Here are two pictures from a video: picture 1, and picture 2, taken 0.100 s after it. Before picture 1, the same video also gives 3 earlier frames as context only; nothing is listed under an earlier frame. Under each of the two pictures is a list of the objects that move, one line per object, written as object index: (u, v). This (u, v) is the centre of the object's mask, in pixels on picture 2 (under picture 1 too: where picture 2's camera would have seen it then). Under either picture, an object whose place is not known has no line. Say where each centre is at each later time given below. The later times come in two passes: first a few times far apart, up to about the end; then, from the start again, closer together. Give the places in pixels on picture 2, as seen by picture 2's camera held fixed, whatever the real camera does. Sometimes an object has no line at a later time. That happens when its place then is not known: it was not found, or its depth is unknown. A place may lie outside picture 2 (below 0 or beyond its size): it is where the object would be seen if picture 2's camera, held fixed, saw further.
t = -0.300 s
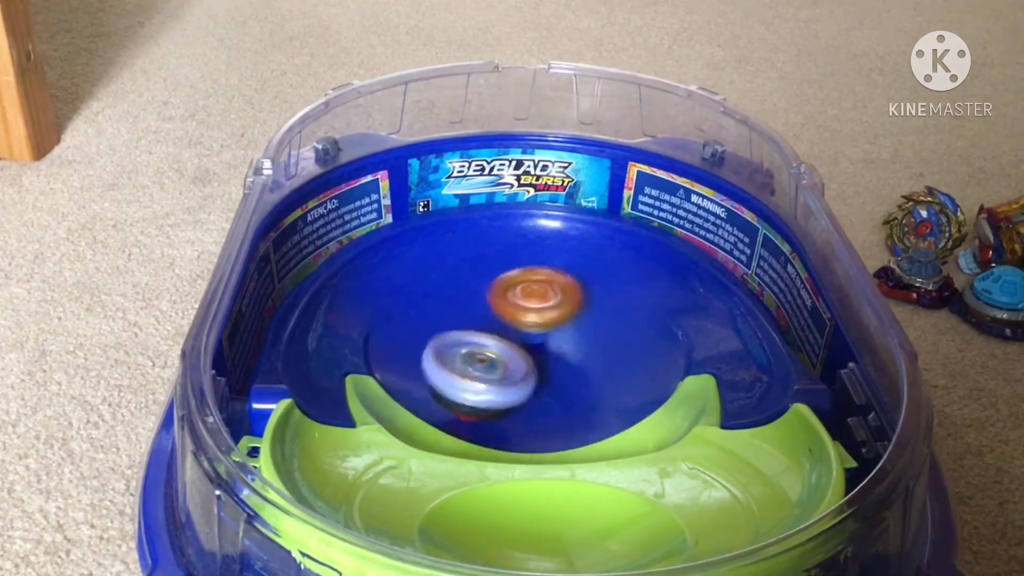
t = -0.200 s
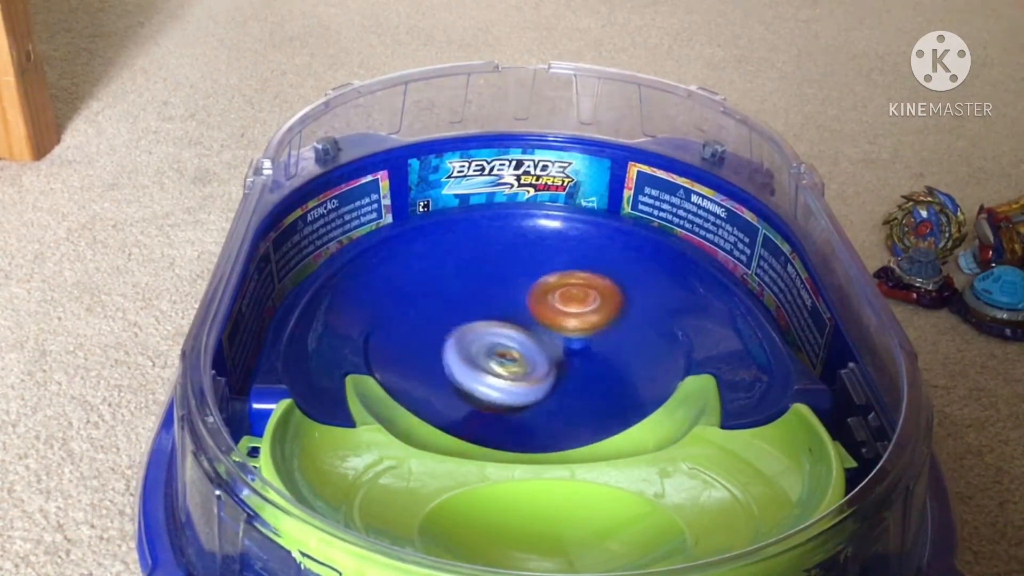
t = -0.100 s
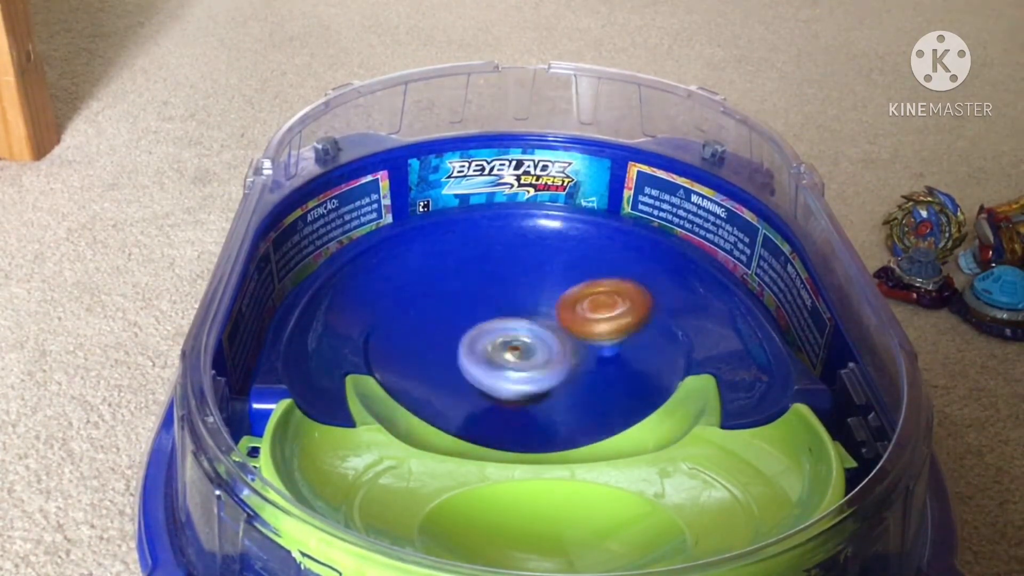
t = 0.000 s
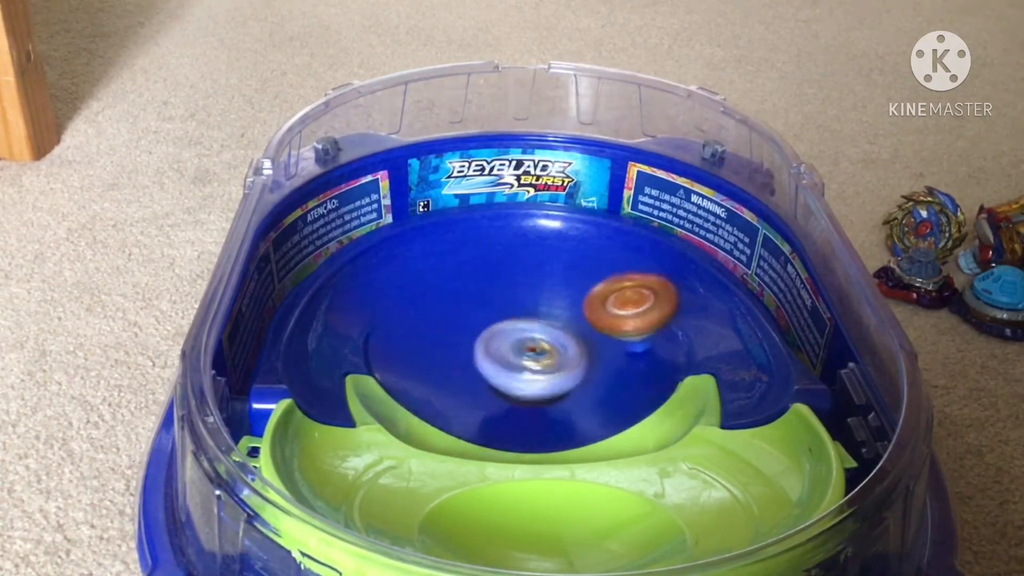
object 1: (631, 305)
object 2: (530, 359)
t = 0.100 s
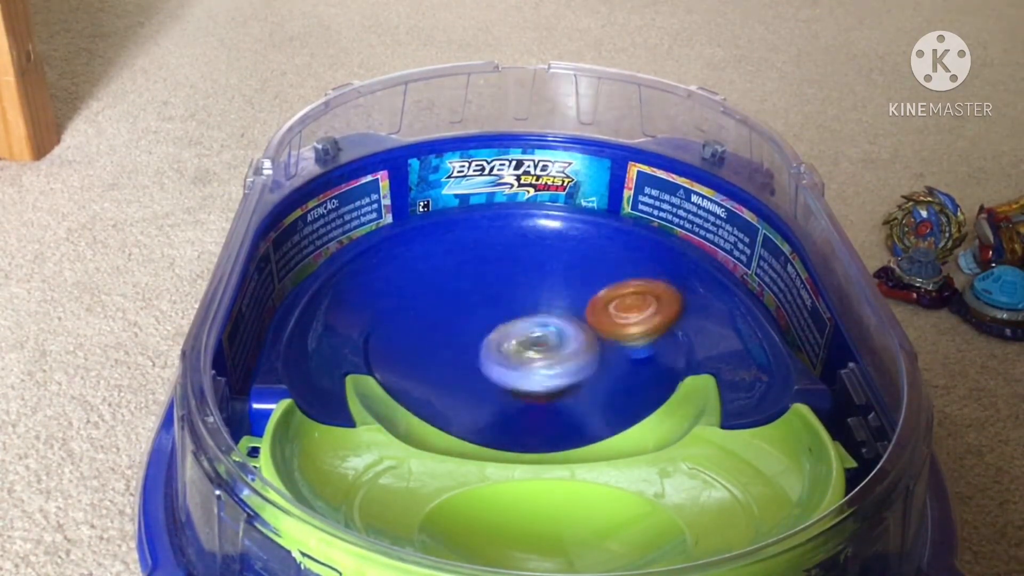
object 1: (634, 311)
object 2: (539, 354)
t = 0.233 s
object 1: (654, 297)
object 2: (494, 359)
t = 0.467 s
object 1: (570, 301)
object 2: (473, 353)
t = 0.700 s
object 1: (473, 271)
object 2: (497, 340)
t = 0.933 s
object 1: (458, 261)
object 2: (549, 317)
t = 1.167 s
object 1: (459, 322)
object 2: (594, 295)
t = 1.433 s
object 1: (491, 378)
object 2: (582, 303)
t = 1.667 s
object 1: (574, 397)
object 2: (518, 327)
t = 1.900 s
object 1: (579, 375)
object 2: (462, 343)
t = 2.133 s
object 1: (545, 322)
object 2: (449, 343)
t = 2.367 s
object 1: (509, 267)
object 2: (479, 337)
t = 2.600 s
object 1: (490, 253)
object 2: (550, 316)
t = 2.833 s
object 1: (454, 295)
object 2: (631, 302)
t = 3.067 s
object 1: (474, 346)
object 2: (628, 307)
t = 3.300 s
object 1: (559, 373)
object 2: (553, 311)
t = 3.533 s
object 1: (613, 343)
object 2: (477, 290)
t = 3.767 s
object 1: (570, 312)
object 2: (451, 296)
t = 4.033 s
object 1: (549, 302)
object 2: (457, 330)
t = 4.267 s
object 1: (560, 299)
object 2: (466, 371)
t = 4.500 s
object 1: (563, 304)
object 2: (517, 399)
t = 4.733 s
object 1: (523, 323)
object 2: (587, 374)
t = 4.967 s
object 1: (483, 328)
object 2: (629, 335)
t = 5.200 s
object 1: (494, 327)
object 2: (590, 294)
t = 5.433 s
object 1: (519, 333)
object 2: (538, 259)
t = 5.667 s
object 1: (542, 340)
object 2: (494, 268)
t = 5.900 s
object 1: (557, 343)
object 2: (461, 306)
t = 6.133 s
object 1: (558, 345)
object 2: (447, 332)
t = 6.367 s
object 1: (554, 325)
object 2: (451, 341)
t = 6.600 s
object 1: (539, 299)
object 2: (480, 349)
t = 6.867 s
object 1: (510, 297)
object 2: (523, 366)
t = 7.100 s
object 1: (502, 307)
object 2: (564, 367)
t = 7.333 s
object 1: (512, 309)
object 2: (571, 366)
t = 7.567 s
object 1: (520, 295)
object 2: (549, 358)
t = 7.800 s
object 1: (512, 288)
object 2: (525, 352)
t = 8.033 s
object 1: (519, 291)
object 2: (522, 349)
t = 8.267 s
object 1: (524, 286)
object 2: (534, 354)
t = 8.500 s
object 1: (524, 293)
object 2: (523, 356)
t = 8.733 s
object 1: (529, 297)
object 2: (509, 357)
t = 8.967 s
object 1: (542, 304)
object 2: (532, 356)
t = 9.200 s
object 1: (539, 303)
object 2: (529, 363)
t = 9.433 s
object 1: (528, 297)
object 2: (533, 359)
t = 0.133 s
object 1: (642, 305)
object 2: (522, 355)
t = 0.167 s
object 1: (649, 300)
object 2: (512, 356)
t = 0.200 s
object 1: (653, 298)
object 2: (504, 358)
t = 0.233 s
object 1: (654, 297)
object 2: (494, 359)
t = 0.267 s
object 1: (650, 298)
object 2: (489, 359)
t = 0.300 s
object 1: (643, 300)
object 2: (482, 360)
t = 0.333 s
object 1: (631, 302)
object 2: (478, 359)
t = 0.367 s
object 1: (616, 304)
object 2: (474, 358)
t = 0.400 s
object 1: (601, 303)
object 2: (473, 357)
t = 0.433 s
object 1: (585, 302)
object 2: (472, 356)
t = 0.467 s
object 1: (570, 301)
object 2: (473, 353)
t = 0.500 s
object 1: (554, 299)
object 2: (475, 351)
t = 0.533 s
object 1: (539, 297)
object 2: (477, 348)
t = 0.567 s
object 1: (527, 292)
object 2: (480, 346)
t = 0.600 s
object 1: (514, 285)
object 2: (482, 345)
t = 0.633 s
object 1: (499, 281)
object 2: (487, 344)
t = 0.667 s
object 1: (486, 275)
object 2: (492, 342)
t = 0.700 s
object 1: (473, 271)
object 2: (497, 340)
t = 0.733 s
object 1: (463, 267)
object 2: (505, 337)
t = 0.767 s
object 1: (454, 263)
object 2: (512, 335)
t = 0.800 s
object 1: (447, 258)
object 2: (521, 332)
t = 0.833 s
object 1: (445, 255)
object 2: (529, 329)
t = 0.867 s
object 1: (447, 254)
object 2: (535, 325)
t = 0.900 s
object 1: (452, 256)
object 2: (544, 321)
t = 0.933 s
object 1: (458, 261)
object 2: (549, 317)
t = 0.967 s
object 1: (464, 270)
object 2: (556, 313)
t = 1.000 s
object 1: (467, 279)
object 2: (561, 309)
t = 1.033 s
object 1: (468, 288)
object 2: (570, 306)
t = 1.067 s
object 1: (465, 297)
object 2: (577, 304)
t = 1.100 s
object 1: (463, 305)
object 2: (584, 299)
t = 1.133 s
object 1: (461, 314)
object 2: (590, 297)
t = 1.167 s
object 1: (459, 322)
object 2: (594, 295)
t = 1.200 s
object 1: (459, 331)
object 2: (597, 293)
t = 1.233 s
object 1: (460, 338)
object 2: (599, 293)
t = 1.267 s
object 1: (461, 346)
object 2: (599, 293)
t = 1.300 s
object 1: (464, 353)
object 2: (599, 293)
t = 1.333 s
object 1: (468, 360)
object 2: (596, 295)
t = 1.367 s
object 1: (474, 366)
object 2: (593, 297)
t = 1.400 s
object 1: (481, 373)
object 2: (588, 300)
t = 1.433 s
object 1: (491, 378)
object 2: (582, 303)
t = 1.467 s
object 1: (502, 383)
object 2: (575, 306)
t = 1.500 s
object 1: (514, 387)
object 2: (567, 309)
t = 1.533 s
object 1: (526, 390)
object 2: (558, 313)
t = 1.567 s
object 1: (540, 393)
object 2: (549, 317)
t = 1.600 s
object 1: (553, 396)
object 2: (539, 320)
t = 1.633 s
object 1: (565, 398)
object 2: (528, 324)
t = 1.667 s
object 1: (574, 397)
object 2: (518, 327)
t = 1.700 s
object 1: (577, 395)
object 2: (507, 331)
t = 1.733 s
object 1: (582, 392)
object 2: (498, 333)
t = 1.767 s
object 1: (586, 389)
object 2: (488, 336)
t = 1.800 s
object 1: (588, 388)
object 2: (481, 338)
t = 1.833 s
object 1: (587, 385)
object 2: (473, 340)
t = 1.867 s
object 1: (584, 380)
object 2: (468, 342)
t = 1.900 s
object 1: (579, 375)
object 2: (462, 343)
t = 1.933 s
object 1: (574, 369)
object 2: (459, 344)
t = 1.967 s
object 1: (565, 363)
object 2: (456, 345)
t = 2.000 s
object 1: (561, 355)
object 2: (452, 345)
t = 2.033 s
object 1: (558, 348)
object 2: (450, 344)
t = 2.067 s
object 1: (553, 340)
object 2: (449, 344)
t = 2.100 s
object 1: (549, 331)
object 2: (449, 343)
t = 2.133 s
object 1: (545, 322)
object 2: (449, 343)
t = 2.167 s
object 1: (541, 314)
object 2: (448, 341)
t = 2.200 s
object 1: (536, 306)
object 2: (450, 342)
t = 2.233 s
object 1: (532, 297)
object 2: (453, 342)
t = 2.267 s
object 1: (527, 290)
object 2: (457, 341)
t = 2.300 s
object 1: (521, 281)
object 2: (464, 340)
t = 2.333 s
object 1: (516, 273)
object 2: (469, 338)
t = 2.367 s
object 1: (509, 267)
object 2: (479, 337)
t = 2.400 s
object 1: (503, 260)
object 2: (487, 335)
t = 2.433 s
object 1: (498, 254)
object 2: (496, 333)
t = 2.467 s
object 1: (492, 250)
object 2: (508, 331)
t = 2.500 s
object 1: (489, 246)
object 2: (519, 327)
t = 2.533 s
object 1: (490, 246)
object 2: (530, 324)
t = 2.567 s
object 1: (489, 249)
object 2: (541, 320)
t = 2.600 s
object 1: (490, 253)
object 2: (550, 316)
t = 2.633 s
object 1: (490, 260)
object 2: (560, 311)
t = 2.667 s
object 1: (488, 268)
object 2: (570, 308)
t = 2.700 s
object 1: (478, 274)
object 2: (585, 308)
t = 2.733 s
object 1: (470, 279)
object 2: (598, 307)
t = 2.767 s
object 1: (464, 284)
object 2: (611, 305)
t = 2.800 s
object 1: (458, 289)
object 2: (624, 304)
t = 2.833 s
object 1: (454, 295)
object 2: (631, 302)
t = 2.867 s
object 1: (452, 302)
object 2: (640, 300)
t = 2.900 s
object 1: (451, 309)
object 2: (644, 300)
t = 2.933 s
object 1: (451, 317)
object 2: (646, 299)
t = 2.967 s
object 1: (454, 325)
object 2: (645, 300)
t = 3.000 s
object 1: (459, 332)
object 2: (642, 301)
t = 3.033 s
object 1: (466, 339)
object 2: (636, 304)
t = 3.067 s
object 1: (474, 346)
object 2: (628, 307)
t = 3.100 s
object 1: (484, 352)
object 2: (619, 311)
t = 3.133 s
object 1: (496, 357)
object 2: (608, 315)
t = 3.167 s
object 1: (509, 361)
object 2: (594, 319)
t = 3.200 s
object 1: (522, 365)
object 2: (582, 320)
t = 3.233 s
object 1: (534, 370)
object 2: (575, 318)
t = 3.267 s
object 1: (547, 372)
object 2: (564, 315)
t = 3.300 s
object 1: (559, 373)
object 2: (553, 311)
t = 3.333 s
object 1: (568, 372)
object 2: (542, 308)
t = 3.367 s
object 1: (579, 369)
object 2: (530, 304)
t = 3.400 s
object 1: (590, 365)
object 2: (519, 300)
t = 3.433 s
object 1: (601, 360)
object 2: (507, 297)
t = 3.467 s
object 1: (607, 355)
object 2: (496, 294)
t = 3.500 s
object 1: (610, 349)
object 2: (487, 291)
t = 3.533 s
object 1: (613, 343)
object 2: (477, 290)
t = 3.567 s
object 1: (612, 336)
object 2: (470, 288)
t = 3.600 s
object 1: (608, 331)
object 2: (463, 288)
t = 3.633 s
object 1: (603, 326)
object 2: (457, 288)
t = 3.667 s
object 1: (598, 321)
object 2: (454, 289)
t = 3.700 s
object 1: (590, 317)
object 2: (451, 291)
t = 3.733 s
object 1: (581, 313)
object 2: (450, 293)
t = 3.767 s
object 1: (570, 312)
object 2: (451, 296)
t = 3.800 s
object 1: (561, 311)
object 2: (453, 299)
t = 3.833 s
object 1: (556, 306)
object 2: (453, 303)
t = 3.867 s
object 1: (555, 304)
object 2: (452, 307)
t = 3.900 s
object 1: (556, 302)
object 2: (454, 311)
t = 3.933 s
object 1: (554, 301)
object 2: (454, 316)
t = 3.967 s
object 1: (550, 300)
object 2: (455, 319)
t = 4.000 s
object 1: (548, 302)
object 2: (455, 324)
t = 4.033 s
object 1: (549, 302)
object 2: (457, 330)
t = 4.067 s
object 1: (545, 304)
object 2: (458, 334)
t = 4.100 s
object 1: (545, 306)
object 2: (462, 339)
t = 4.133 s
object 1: (542, 307)
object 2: (464, 346)
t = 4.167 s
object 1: (546, 305)
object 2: (459, 352)
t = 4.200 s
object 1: (550, 302)
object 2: (459, 360)
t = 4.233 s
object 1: (557, 300)
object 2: (461, 366)
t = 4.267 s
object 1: (560, 299)
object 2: (466, 371)
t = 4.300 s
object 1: (565, 298)
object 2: (470, 377)
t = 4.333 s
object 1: (565, 297)
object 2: (474, 382)
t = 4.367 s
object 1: (567, 298)
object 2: (480, 388)
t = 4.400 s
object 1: (566, 298)
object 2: (488, 393)
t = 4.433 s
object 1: (566, 301)
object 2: (497, 397)
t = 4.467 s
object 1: (566, 300)
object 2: (507, 399)
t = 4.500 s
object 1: (563, 304)
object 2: (517, 399)
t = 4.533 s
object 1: (562, 306)
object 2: (526, 398)
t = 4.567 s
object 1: (557, 309)
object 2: (535, 397)
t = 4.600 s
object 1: (553, 313)
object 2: (545, 394)
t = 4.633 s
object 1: (548, 316)
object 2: (558, 390)
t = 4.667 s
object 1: (541, 318)
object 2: (568, 386)
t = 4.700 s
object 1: (531, 320)
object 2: (577, 379)
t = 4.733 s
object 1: (523, 323)
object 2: (587, 374)
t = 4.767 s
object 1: (515, 326)
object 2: (592, 371)
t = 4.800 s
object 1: (511, 328)
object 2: (603, 364)
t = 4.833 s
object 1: (504, 329)
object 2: (616, 359)
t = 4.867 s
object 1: (497, 329)
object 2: (621, 354)
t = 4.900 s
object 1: (490, 328)
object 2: (623, 347)
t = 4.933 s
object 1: (486, 329)
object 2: (628, 340)
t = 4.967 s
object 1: (483, 328)
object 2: (629, 335)
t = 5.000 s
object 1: (479, 329)
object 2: (627, 329)
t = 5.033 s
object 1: (482, 329)
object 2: (624, 322)
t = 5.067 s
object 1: (480, 328)
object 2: (620, 317)
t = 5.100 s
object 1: (485, 328)
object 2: (615, 311)
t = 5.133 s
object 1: (486, 328)
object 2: (609, 305)
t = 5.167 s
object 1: (491, 327)
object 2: (599, 299)
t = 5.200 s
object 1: (494, 327)
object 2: (590, 294)
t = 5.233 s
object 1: (499, 327)
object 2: (581, 289)
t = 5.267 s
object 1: (504, 326)
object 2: (573, 283)
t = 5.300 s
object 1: (507, 326)
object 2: (566, 278)
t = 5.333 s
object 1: (513, 328)
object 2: (557, 273)
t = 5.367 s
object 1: (513, 329)
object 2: (552, 267)
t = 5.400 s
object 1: (518, 331)
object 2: (546, 263)
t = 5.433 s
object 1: (519, 333)
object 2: (538, 259)
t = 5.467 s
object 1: (524, 334)
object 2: (530, 256)
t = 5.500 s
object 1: (527, 336)
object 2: (524, 255)
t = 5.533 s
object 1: (529, 337)
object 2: (517, 255)
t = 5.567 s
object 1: (536, 338)
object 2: (510, 256)
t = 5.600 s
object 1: (537, 339)
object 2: (504, 260)
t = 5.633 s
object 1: (541, 339)
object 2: (499, 263)
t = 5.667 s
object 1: (542, 340)
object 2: (494, 268)
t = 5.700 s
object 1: (544, 339)
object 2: (488, 275)
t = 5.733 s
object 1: (545, 337)
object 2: (485, 281)
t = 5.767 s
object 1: (544, 337)
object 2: (481, 288)
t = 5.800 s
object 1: (551, 339)
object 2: (476, 291)
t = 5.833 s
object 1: (552, 340)
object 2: (473, 297)
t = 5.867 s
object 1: (552, 341)
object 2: (469, 303)
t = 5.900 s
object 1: (557, 343)
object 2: (461, 306)
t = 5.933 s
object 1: (562, 344)
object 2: (457, 308)
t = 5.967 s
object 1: (565, 346)
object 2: (456, 312)
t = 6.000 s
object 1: (568, 346)
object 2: (450, 316)
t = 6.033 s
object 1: (566, 347)
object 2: (445, 320)
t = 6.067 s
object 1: (564, 347)
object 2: (446, 322)
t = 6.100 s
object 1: (565, 346)
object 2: (448, 327)
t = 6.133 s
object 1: (558, 345)
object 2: (447, 332)
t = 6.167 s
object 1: (556, 344)
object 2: (450, 334)
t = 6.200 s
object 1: (557, 341)
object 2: (447, 335)
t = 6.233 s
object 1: (555, 340)
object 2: (447, 335)
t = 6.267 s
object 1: (555, 337)
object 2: (450, 339)
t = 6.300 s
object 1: (558, 334)
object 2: (446, 340)
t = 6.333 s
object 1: (558, 329)
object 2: (445, 340)
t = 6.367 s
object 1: (554, 325)
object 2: (451, 341)
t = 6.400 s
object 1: (551, 323)
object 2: (455, 343)
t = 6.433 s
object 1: (551, 320)
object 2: (457, 346)
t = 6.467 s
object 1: (551, 316)
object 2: (462, 345)
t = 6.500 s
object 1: (548, 310)
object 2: (464, 344)
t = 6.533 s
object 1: (542, 305)
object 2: (470, 346)
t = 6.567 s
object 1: (541, 301)
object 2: (477, 348)
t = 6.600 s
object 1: (539, 299)
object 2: (480, 349)
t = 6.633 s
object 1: (538, 298)
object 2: (487, 351)
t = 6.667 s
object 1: (536, 295)
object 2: (492, 353)
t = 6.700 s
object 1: (528, 292)
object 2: (492, 356)
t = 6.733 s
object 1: (523, 292)
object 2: (500, 358)
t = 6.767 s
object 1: (524, 294)
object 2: (507, 360)
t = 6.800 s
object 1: (522, 292)
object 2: (514, 363)
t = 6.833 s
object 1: (516, 293)
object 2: (519, 364)
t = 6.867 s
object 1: (510, 297)
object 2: (523, 366)
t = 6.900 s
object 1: (506, 300)
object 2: (533, 364)
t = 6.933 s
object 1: (507, 301)
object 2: (539, 364)
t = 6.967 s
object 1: (505, 305)
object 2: (547, 364)
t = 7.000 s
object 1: (500, 306)
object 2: (553, 367)
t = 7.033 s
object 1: (496, 307)
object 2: (555, 371)
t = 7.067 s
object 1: (497, 308)
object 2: (559, 368)
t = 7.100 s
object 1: (502, 307)
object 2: (564, 367)
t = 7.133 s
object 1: (500, 306)
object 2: (574, 367)
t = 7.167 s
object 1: (498, 308)
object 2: (574, 369)
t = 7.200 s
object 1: (505, 309)
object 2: (573, 368)
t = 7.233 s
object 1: (507, 310)
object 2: (570, 365)
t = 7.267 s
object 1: (508, 311)
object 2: (573, 362)
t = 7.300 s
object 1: (510, 311)
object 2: (571, 361)
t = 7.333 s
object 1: (512, 309)
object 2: (571, 366)
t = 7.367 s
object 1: (514, 307)
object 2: (566, 367)
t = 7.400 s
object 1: (516, 305)
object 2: (559, 365)
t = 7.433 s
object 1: (517, 304)
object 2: (560, 360)
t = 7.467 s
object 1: (522, 302)
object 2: (561, 360)
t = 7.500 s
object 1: (523, 299)
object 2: (561, 358)
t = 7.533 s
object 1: (522, 298)
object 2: (555, 359)
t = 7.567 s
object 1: (520, 295)
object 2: (549, 358)
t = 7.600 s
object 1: (514, 294)
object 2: (543, 358)
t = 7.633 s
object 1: (510, 296)
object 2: (540, 355)
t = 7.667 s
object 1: (512, 296)
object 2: (540, 354)
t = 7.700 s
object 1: (514, 292)
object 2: (543, 354)
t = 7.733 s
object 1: (514, 290)
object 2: (536, 356)
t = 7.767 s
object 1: (514, 288)
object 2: (530, 352)
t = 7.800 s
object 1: (512, 288)
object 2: (525, 352)
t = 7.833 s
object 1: (504, 284)
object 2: (525, 352)
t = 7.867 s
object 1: (499, 284)
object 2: (521, 352)
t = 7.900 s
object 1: (499, 287)
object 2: (521, 351)
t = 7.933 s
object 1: (504, 289)
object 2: (522, 352)
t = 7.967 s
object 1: (513, 288)
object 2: (523, 352)
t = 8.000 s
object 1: (518, 290)
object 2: (522, 352)
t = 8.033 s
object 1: (519, 291)
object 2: (522, 349)
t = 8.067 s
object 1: (520, 295)
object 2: (524, 347)
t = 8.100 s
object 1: (524, 293)
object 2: (529, 344)
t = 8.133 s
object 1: (525, 293)
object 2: (533, 346)
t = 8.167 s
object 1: (528, 289)
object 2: (533, 348)
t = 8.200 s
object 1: (527, 288)
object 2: (535, 349)
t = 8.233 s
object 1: (528, 286)
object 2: (533, 351)
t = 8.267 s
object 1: (524, 286)
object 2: (534, 354)
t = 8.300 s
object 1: (528, 284)
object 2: (533, 355)
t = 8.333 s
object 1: (528, 283)
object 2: (533, 356)
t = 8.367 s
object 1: (528, 285)
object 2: (531, 357)
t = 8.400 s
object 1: (531, 290)
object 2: (533, 357)
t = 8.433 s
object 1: (533, 291)
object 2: (533, 358)
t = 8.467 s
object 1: (528, 292)
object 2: (528, 358)
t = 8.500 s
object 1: (524, 293)
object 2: (523, 356)
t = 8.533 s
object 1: (525, 297)
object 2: (518, 354)
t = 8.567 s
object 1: (527, 302)
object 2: (516, 353)
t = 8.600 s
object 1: (528, 302)
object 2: (514, 354)
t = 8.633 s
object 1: (533, 301)
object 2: (512, 353)
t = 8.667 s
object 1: (535, 300)
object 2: (510, 356)
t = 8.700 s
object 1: (534, 298)
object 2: (507, 357)
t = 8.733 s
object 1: (529, 297)
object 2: (509, 357)
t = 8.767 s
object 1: (531, 298)
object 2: (510, 357)
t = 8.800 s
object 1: (539, 299)
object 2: (516, 357)
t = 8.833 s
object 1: (545, 298)
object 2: (522, 359)
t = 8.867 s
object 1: (549, 298)
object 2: (523, 360)
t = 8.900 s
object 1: (547, 299)
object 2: (527, 361)
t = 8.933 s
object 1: (545, 303)
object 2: (527, 359)
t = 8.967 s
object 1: (542, 304)
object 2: (532, 356)
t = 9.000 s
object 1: (543, 305)
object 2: (536, 353)
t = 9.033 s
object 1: (547, 303)
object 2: (539, 355)
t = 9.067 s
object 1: (549, 302)
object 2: (541, 357)
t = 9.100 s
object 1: (548, 298)
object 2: (538, 361)
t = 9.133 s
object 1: (542, 297)
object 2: (535, 362)
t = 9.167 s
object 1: (539, 299)
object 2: (530, 363)
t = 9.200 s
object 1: (539, 303)
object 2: (529, 363)
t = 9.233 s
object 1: (541, 303)
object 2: (530, 359)
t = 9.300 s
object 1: (543, 305)
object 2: (534, 360)
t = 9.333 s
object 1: (545, 303)
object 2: (533, 361)
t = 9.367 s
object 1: (542, 300)
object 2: (532, 360)
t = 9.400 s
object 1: (536, 298)
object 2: (532, 361)
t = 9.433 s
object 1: (528, 297)
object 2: (533, 359)
